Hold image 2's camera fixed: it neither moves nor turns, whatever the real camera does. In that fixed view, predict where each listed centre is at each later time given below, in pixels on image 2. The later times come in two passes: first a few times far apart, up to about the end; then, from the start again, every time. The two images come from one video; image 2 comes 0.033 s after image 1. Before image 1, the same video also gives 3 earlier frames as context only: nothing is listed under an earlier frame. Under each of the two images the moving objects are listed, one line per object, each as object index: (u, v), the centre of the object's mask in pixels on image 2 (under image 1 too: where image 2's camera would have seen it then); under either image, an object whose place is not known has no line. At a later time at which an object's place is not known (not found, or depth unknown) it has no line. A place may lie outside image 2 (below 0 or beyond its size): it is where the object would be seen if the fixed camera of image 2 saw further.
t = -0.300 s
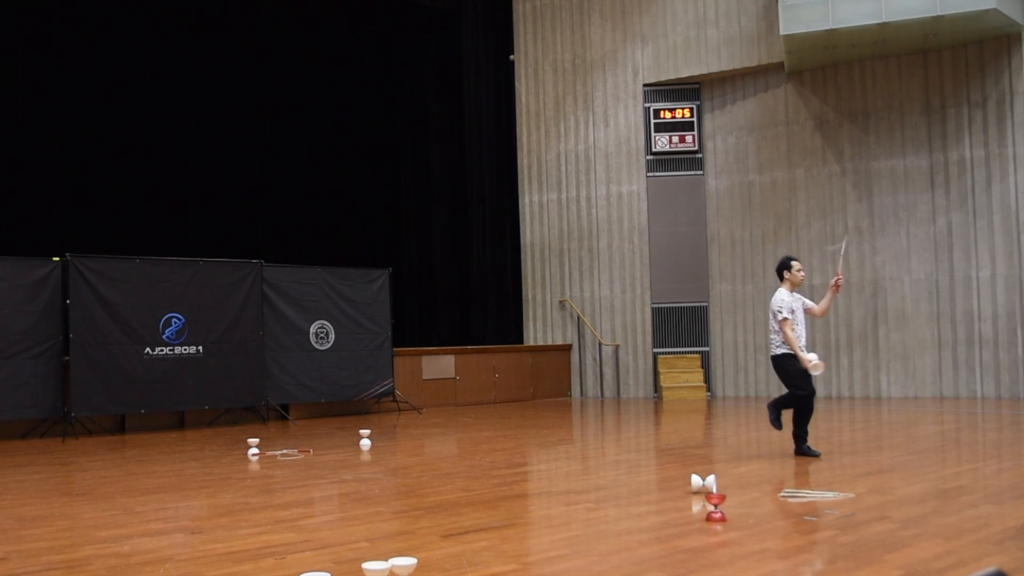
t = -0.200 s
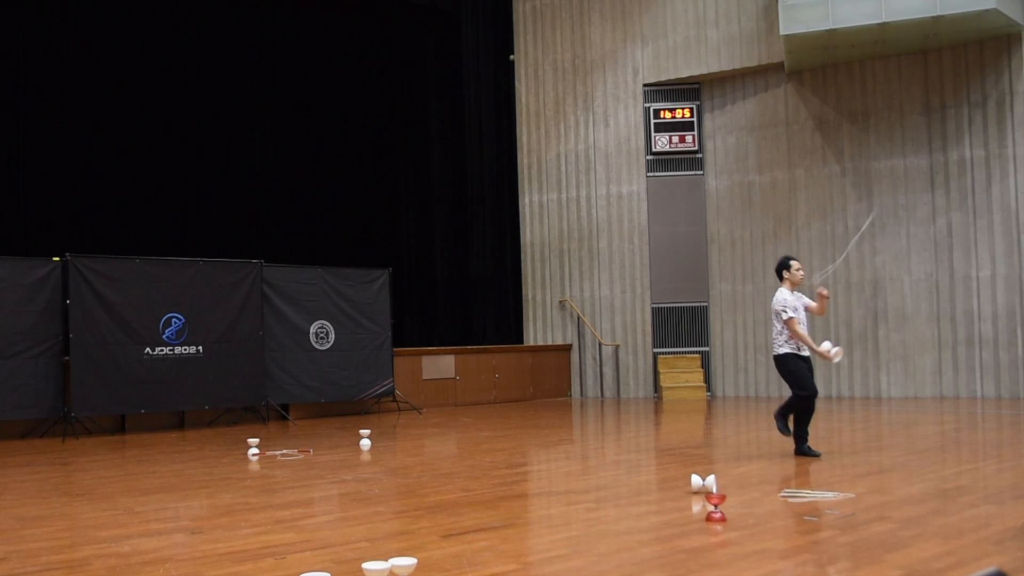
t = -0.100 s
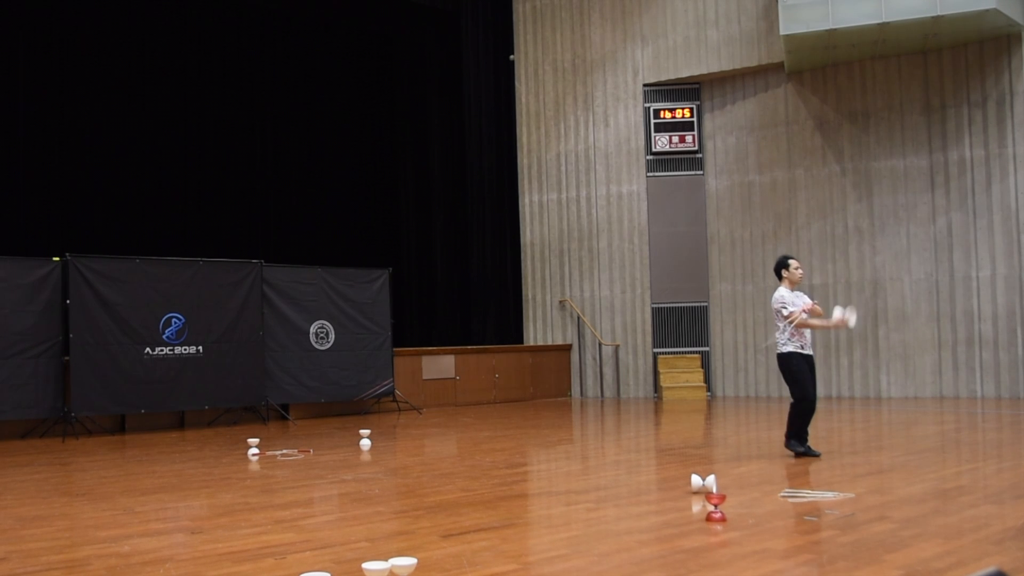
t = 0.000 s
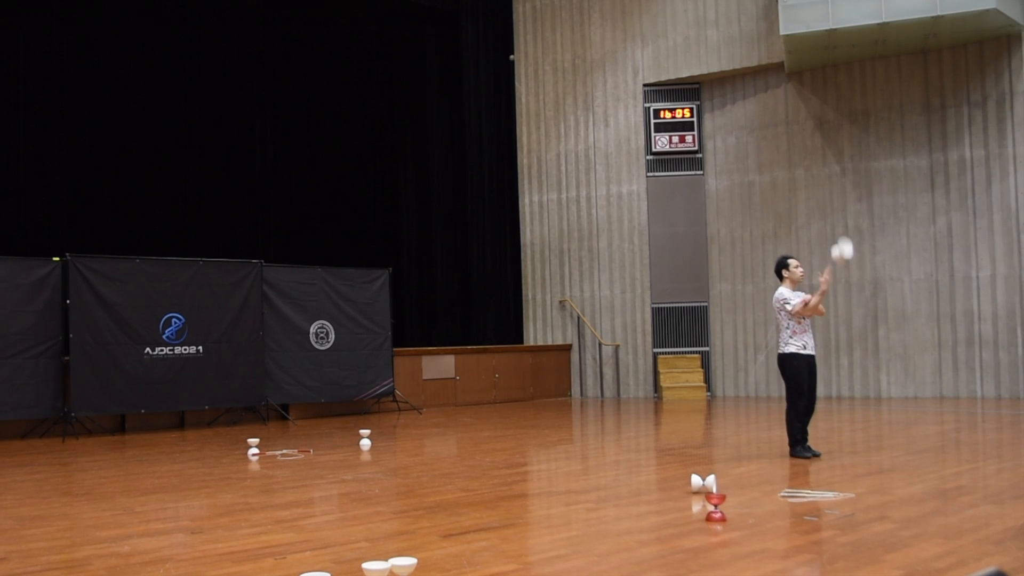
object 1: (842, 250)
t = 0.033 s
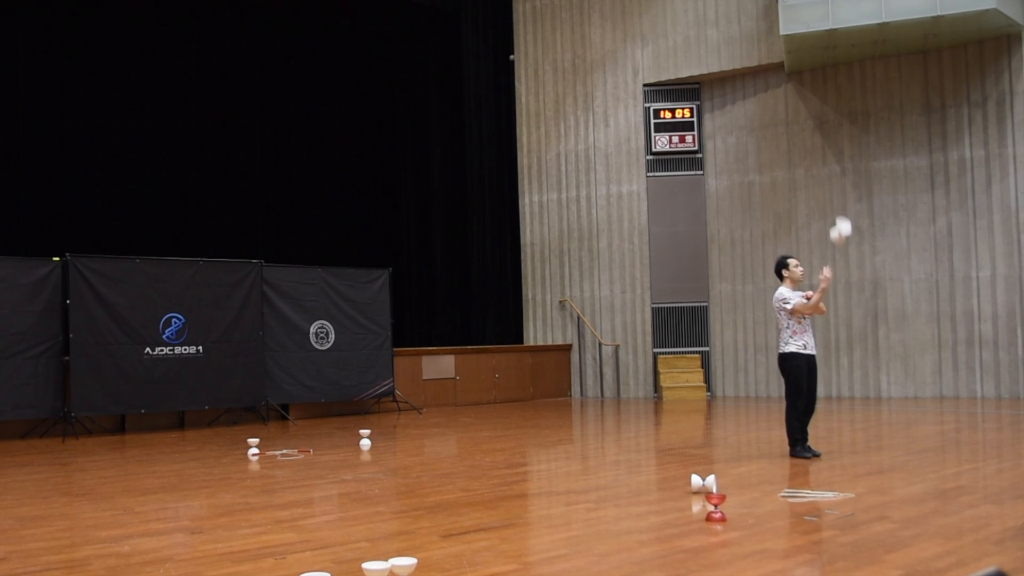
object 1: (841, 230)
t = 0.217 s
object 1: (832, 143)
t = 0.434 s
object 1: (823, 91)
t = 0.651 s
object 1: (817, 91)
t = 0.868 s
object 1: (814, 147)
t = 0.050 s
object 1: (840, 221)
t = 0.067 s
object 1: (839, 211)
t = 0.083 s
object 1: (838, 203)
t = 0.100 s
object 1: (837, 194)
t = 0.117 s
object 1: (836, 186)
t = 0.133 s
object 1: (836, 178)
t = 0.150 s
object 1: (834, 170)
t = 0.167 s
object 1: (834, 163)
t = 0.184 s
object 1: (833, 156)
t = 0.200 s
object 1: (832, 150)
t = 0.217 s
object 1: (832, 143)
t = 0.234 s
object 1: (831, 137)
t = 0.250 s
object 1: (830, 132)
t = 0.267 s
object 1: (830, 127)
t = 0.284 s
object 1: (829, 122)
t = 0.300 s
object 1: (828, 117)
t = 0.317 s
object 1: (828, 113)
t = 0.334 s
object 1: (827, 108)
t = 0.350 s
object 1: (826, 105)
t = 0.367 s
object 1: (826, 101)
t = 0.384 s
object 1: (825, 98)
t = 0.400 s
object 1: (824, 95)
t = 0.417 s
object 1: (824, 93)
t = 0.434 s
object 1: (823, 91)
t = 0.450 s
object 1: (823, 89)
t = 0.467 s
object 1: (822, 87)
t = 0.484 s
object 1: (821, 86)
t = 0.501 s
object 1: (821, 85)
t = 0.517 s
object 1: (821, 85)
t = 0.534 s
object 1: (820, 84)
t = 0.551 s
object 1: (820, 84)
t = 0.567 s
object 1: (819, 85)
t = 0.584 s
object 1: (819, 85)
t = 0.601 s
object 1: (818, 86)
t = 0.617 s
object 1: (818, 88)
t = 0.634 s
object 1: (818, 89)
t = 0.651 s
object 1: (817, 91)
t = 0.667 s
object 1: (817, 94)
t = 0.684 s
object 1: (816, 96)
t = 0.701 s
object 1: (816, 99)
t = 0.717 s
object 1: (816, 102)
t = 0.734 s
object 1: (816, 106)
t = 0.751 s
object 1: (815, 110)
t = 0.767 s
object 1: (815, 114)
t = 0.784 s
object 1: (815, 119)
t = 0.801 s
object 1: (815, 124)
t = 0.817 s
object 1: (814, 129)
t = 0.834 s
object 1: (814, 135)
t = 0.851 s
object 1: (814, 140)
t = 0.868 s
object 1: (814, 147)
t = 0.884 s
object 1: (814, 154)
